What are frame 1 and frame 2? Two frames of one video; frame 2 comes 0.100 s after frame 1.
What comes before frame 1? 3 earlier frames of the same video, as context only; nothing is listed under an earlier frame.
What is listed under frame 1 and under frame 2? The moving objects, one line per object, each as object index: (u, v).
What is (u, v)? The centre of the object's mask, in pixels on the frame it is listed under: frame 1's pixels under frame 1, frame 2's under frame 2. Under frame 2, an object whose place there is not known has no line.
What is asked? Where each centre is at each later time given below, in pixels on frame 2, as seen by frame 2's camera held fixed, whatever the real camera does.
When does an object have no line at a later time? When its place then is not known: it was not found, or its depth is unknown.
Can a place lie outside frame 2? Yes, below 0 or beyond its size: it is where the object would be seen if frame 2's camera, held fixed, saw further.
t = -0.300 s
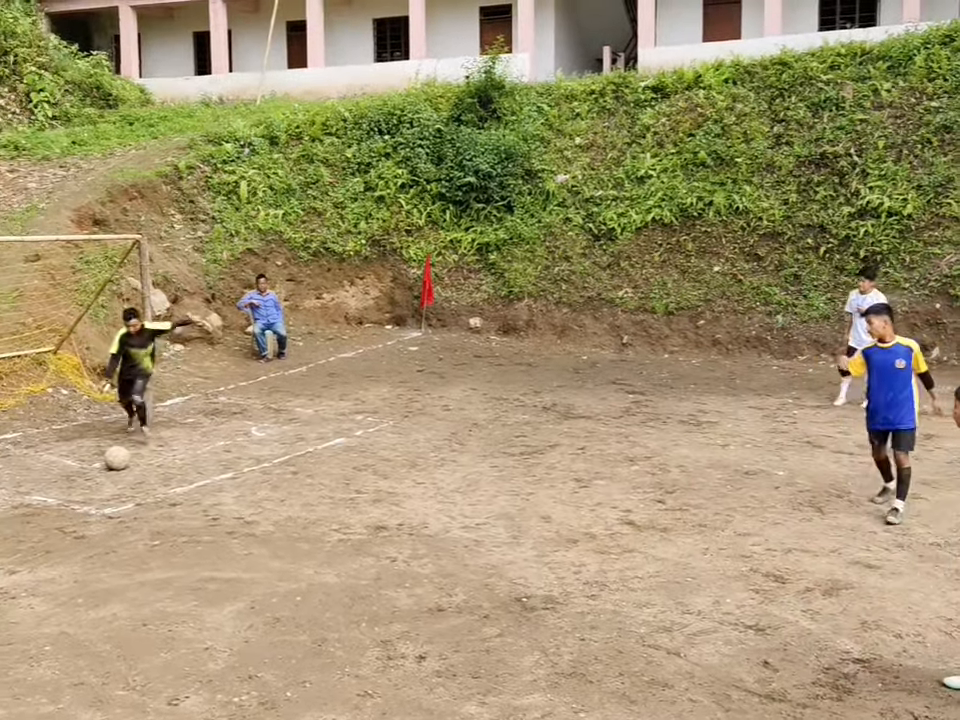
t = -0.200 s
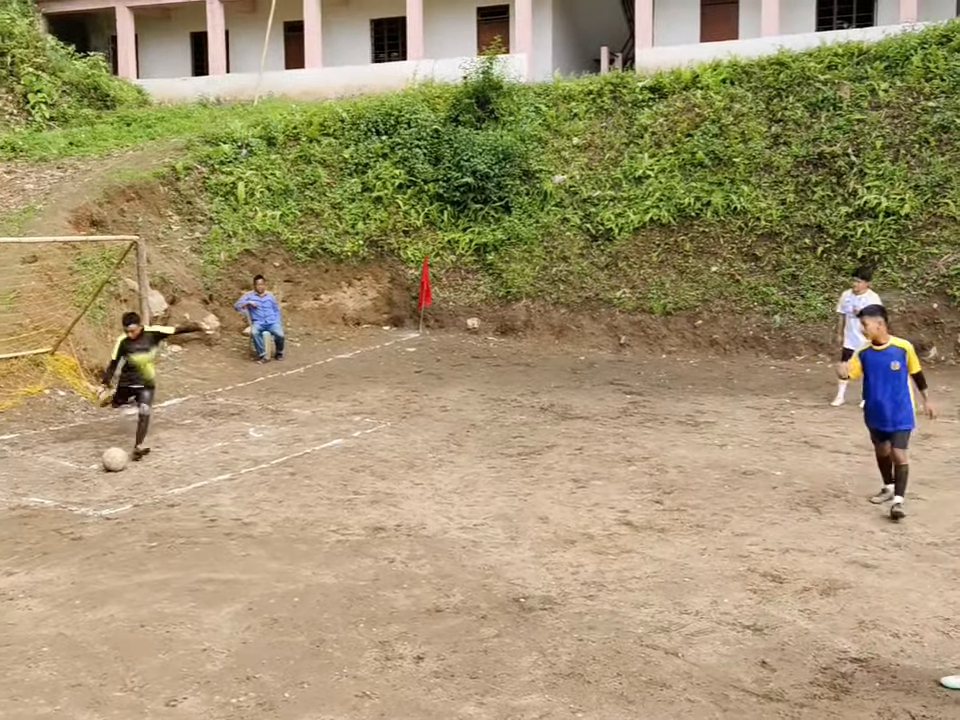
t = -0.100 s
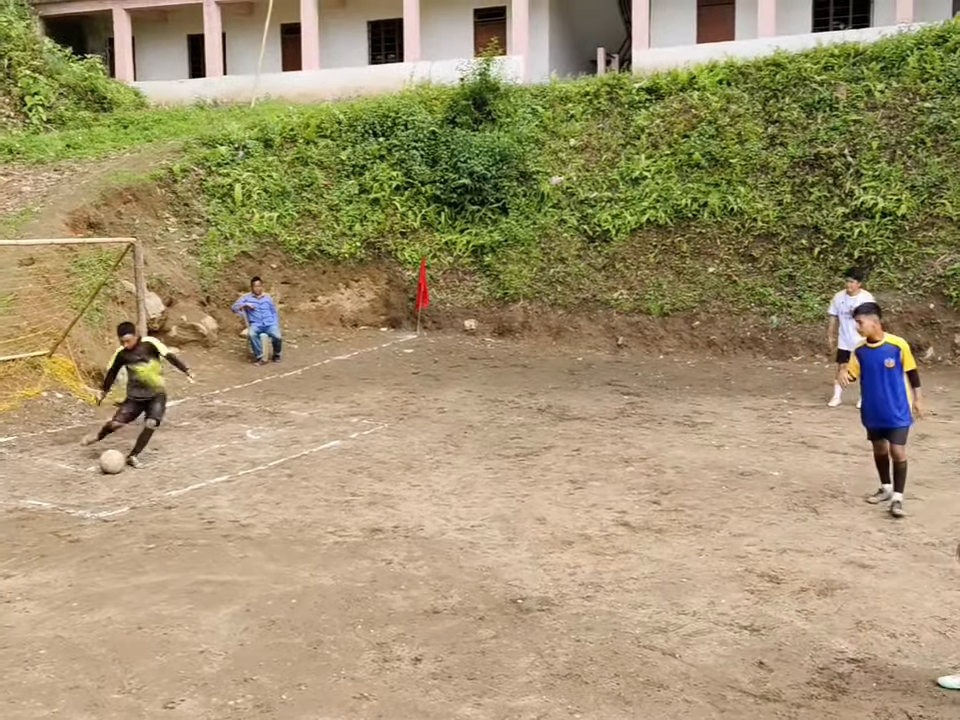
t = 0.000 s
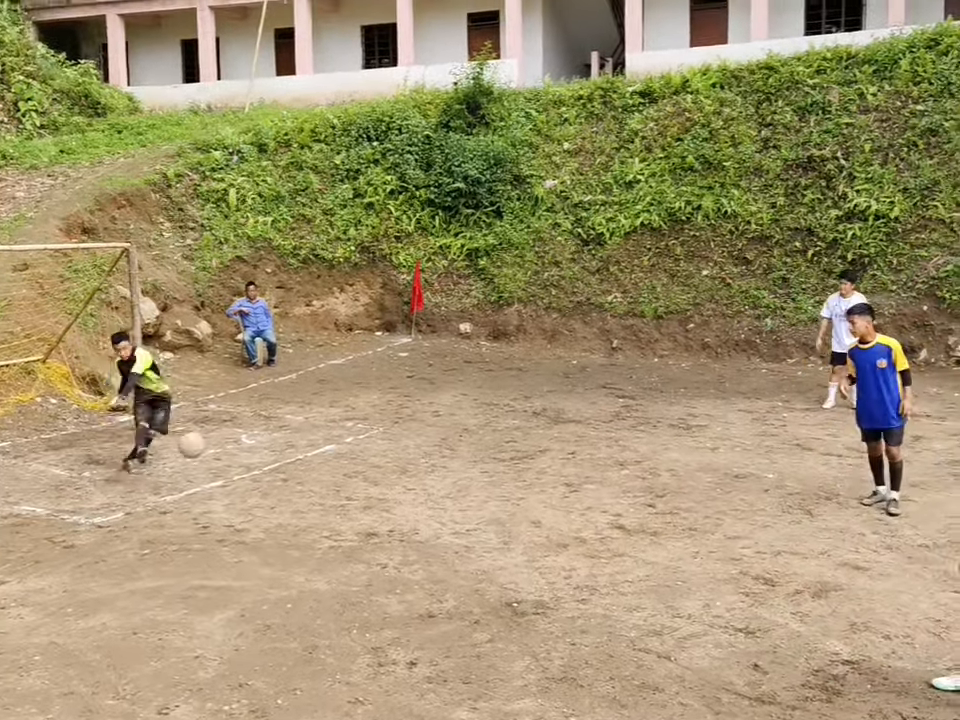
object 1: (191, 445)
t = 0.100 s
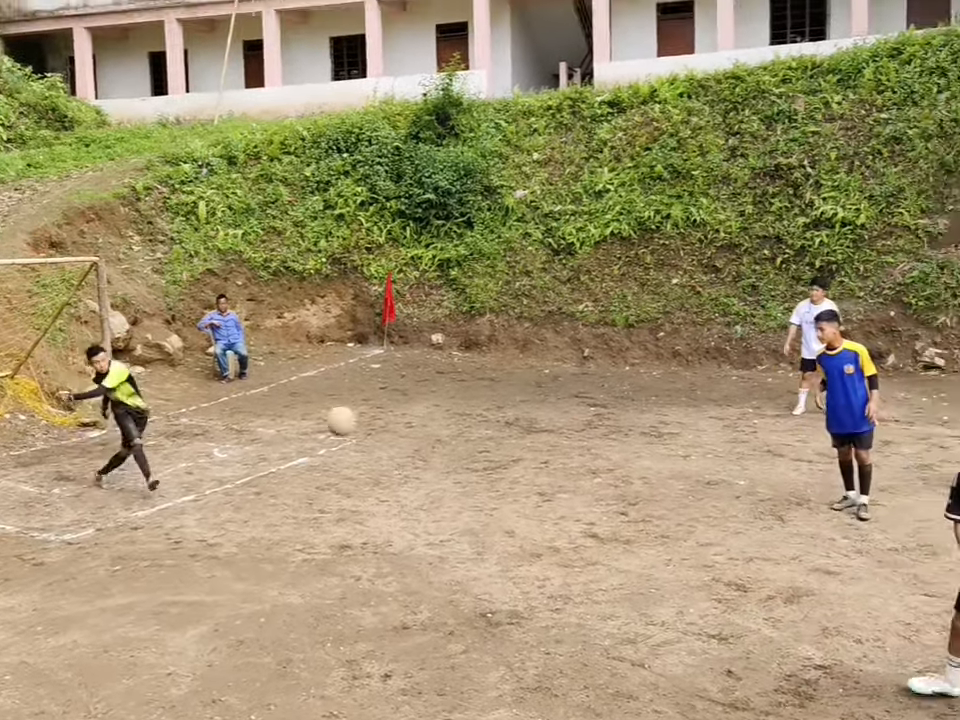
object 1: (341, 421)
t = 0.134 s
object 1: (410, 408)
